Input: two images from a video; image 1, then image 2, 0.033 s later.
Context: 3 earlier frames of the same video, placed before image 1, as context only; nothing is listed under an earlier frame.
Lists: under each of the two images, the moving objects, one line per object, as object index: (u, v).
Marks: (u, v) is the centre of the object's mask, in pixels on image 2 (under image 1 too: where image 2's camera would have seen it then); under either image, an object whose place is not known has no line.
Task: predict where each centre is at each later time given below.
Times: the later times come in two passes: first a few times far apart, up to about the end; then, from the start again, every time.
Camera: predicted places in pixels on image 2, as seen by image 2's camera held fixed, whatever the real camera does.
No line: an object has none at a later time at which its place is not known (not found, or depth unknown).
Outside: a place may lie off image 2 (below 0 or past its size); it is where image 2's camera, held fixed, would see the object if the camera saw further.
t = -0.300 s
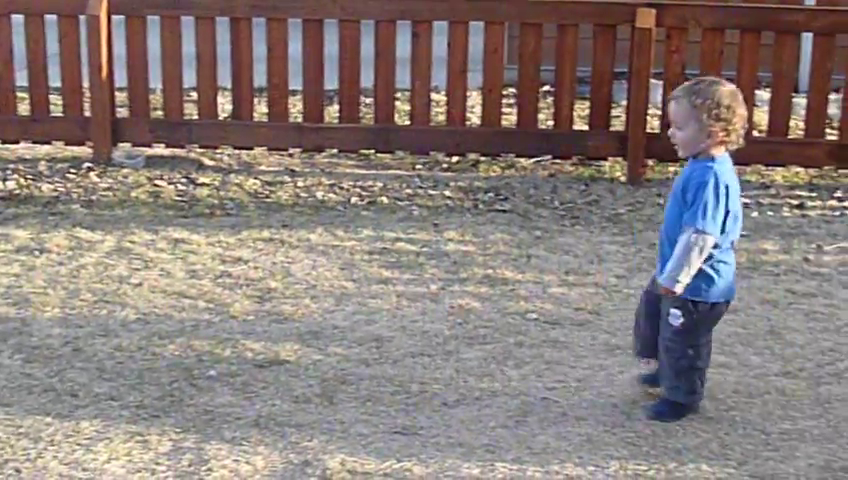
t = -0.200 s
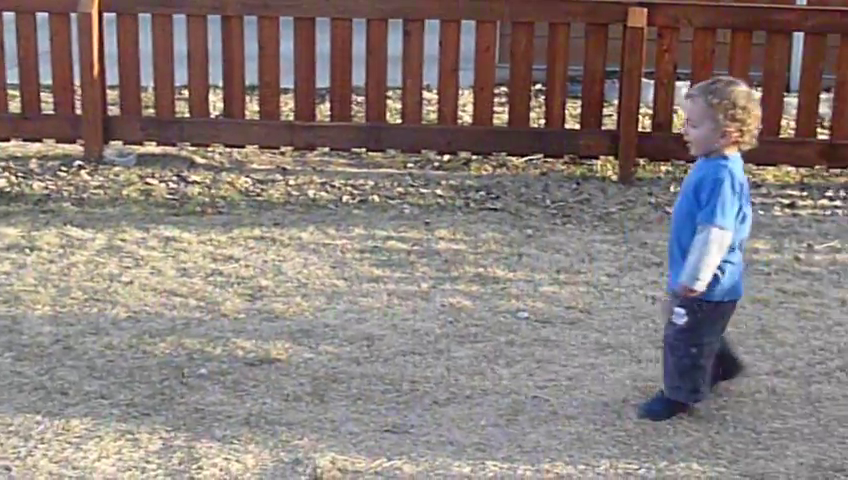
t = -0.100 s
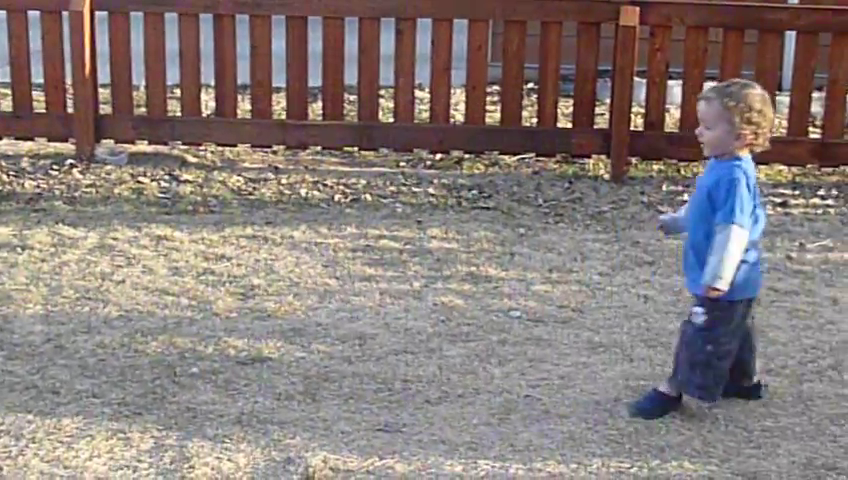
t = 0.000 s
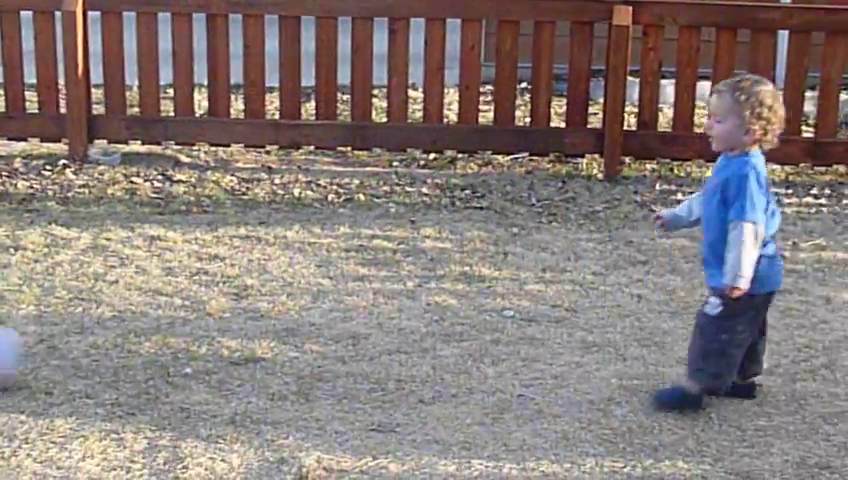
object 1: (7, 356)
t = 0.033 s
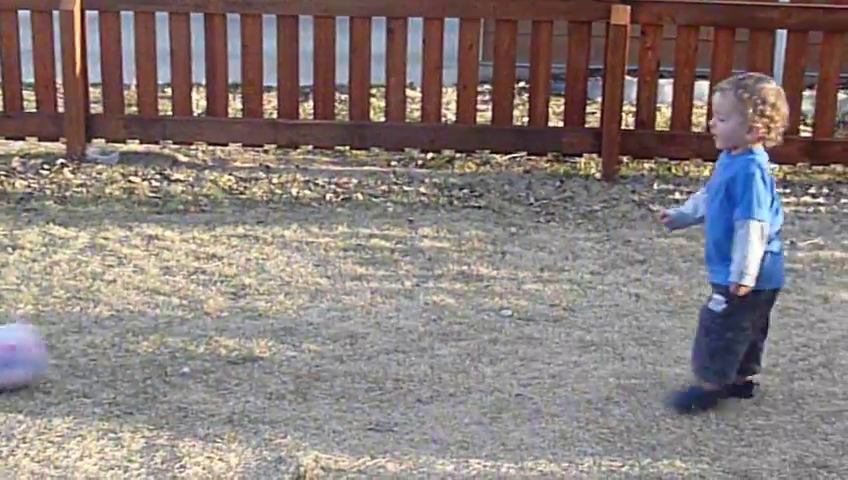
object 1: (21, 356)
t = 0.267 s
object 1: (187, 343)
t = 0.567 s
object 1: (375, 345)
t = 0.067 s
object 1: (38, 352)
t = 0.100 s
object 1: (64, 348)
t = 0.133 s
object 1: (89, 352)
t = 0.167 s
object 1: (117, 356)
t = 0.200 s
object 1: (142, 357)
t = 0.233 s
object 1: (164, 348)
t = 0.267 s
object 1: (187, 343)
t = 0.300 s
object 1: (206, 339)
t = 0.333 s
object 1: (231, 341)
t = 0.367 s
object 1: (253, 349)
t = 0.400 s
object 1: (276, 357)
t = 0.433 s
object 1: (297, 353)
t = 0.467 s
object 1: (319, 344)
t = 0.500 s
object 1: (338, 340)
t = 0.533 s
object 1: (356, 341)
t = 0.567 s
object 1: (375, 345)
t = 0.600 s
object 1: (396, 354)
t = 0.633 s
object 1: (416, 361)
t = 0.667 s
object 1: (435, 356)
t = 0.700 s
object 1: (454, 354)
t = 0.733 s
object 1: (474, 354)
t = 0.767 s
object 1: (494, 357)
